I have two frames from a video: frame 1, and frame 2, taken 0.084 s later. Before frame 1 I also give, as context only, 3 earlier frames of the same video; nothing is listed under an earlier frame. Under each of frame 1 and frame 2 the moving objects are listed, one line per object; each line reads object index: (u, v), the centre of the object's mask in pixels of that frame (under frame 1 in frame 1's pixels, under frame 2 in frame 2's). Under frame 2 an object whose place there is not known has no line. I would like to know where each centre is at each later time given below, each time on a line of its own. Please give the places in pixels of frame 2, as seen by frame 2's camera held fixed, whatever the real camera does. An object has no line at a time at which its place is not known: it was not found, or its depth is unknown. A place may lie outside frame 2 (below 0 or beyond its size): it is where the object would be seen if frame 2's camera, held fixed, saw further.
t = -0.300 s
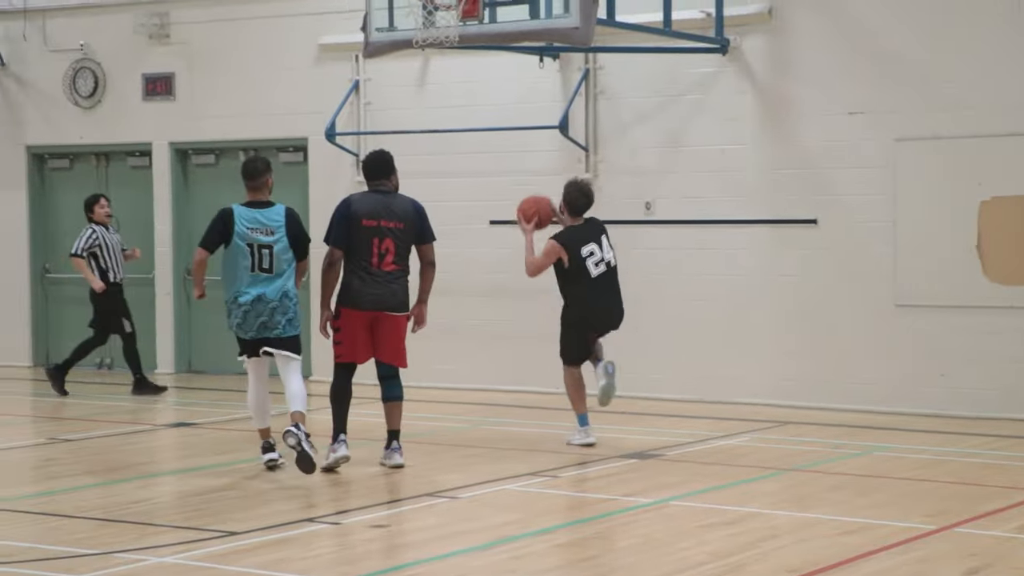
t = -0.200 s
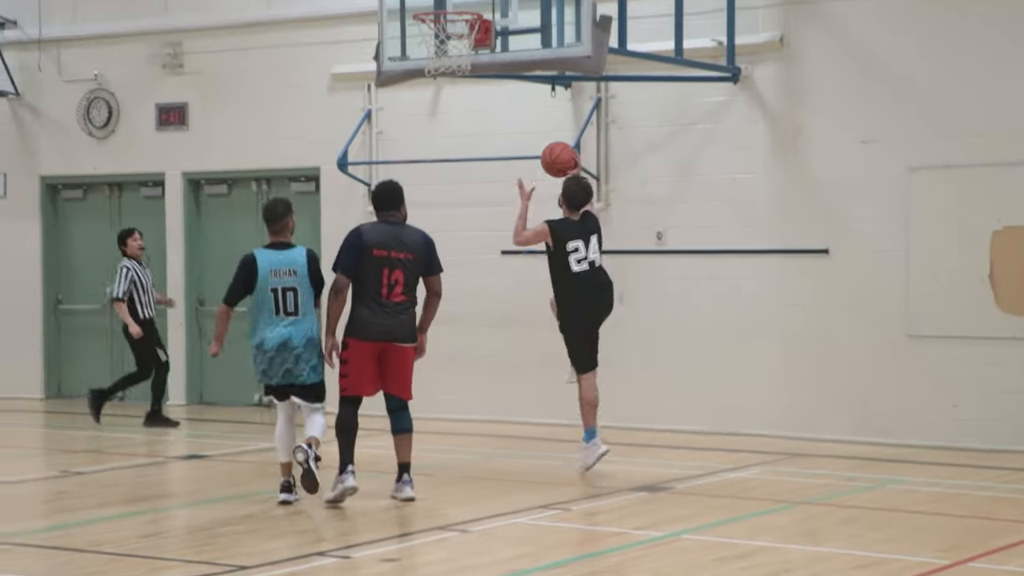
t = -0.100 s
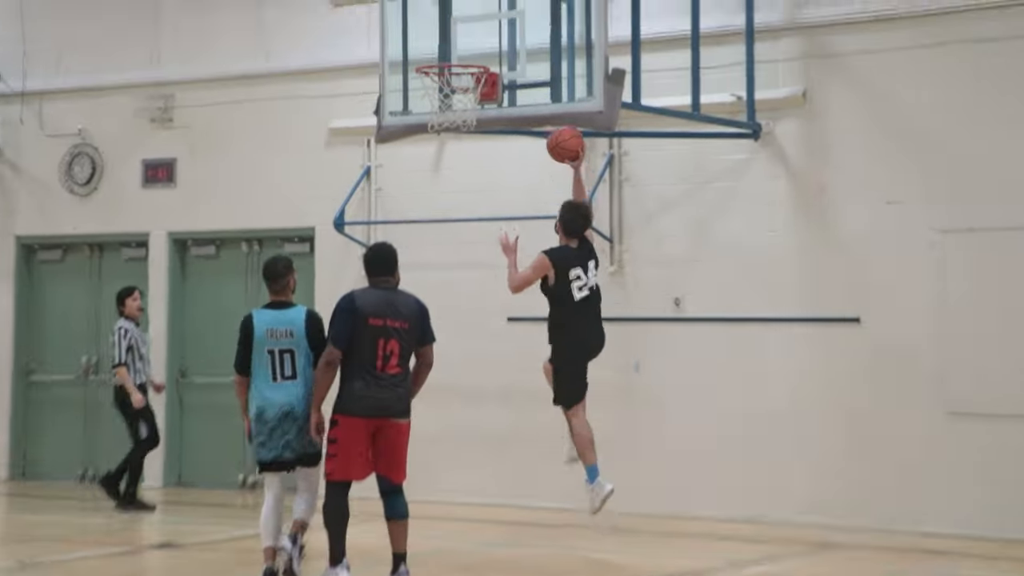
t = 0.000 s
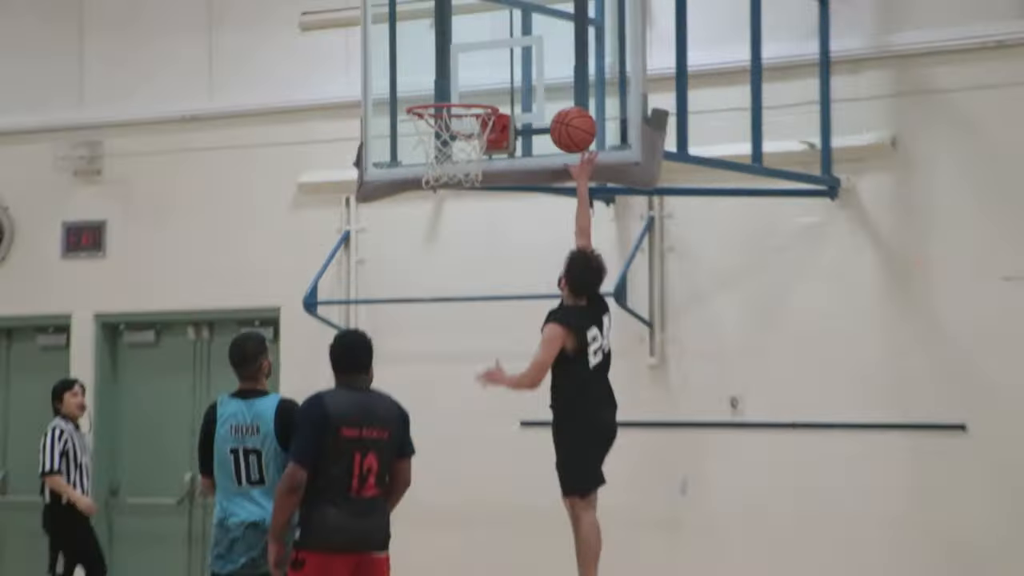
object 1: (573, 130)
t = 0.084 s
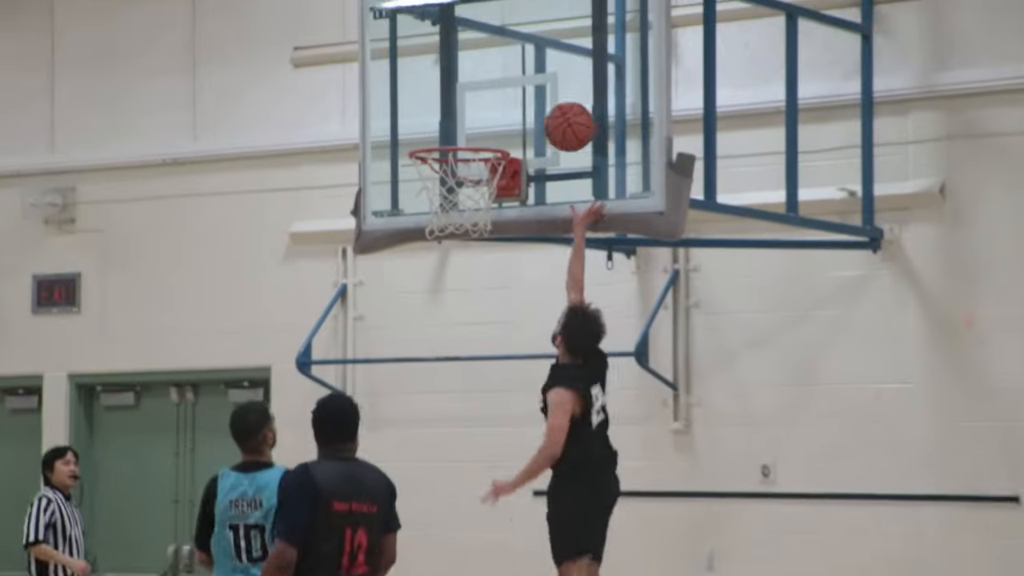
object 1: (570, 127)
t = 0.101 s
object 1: (565, 118)
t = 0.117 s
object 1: (562, 111)
